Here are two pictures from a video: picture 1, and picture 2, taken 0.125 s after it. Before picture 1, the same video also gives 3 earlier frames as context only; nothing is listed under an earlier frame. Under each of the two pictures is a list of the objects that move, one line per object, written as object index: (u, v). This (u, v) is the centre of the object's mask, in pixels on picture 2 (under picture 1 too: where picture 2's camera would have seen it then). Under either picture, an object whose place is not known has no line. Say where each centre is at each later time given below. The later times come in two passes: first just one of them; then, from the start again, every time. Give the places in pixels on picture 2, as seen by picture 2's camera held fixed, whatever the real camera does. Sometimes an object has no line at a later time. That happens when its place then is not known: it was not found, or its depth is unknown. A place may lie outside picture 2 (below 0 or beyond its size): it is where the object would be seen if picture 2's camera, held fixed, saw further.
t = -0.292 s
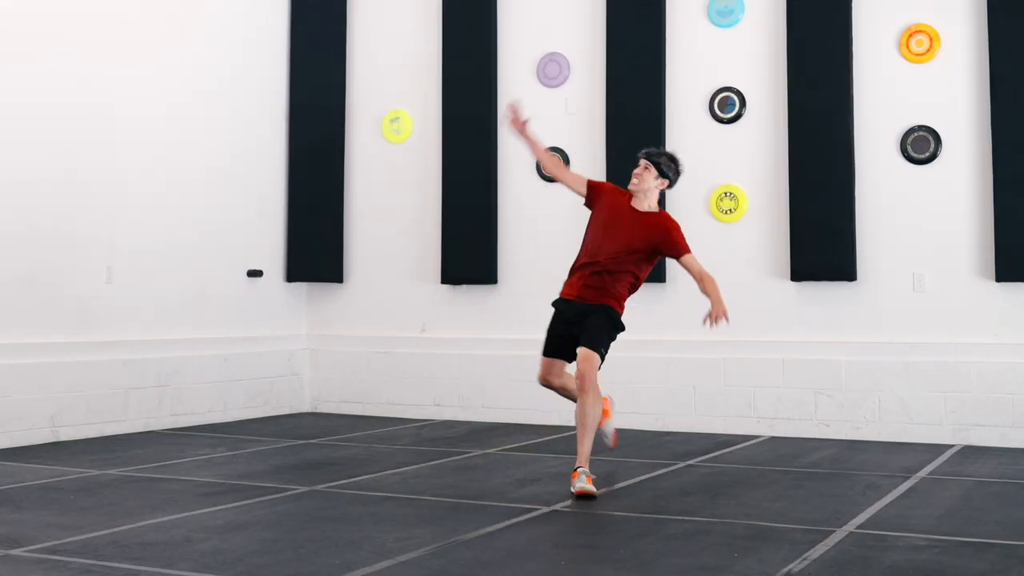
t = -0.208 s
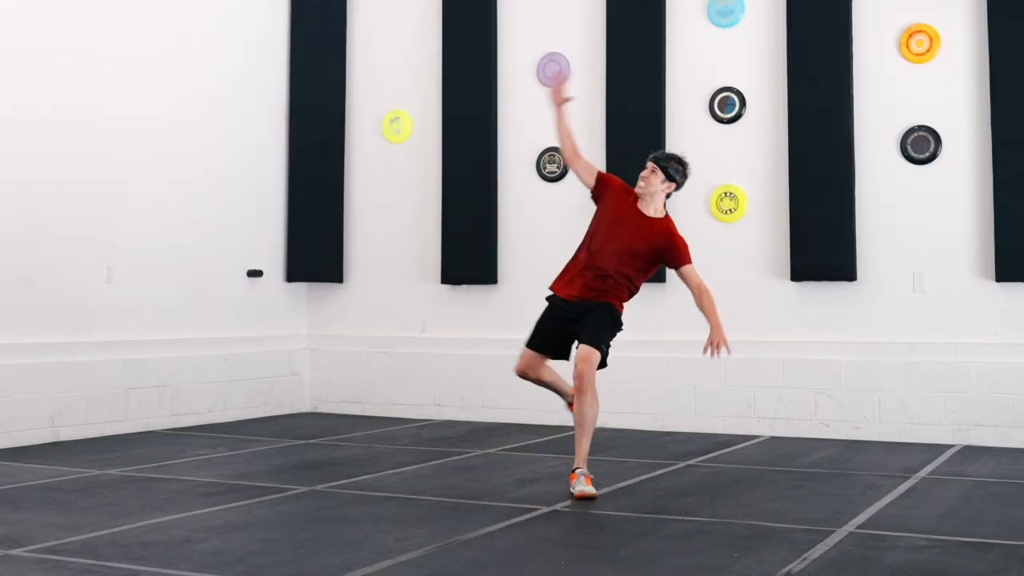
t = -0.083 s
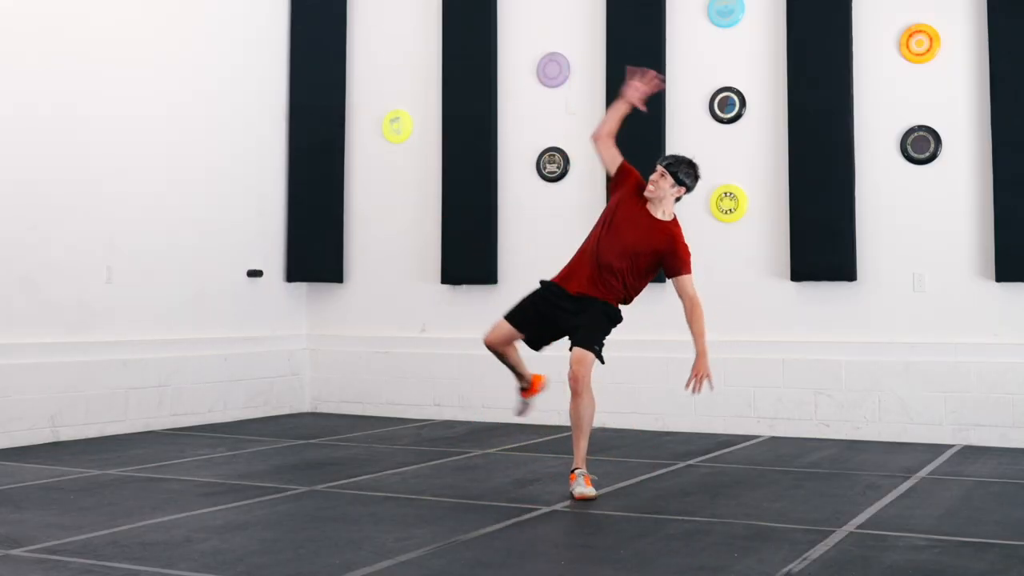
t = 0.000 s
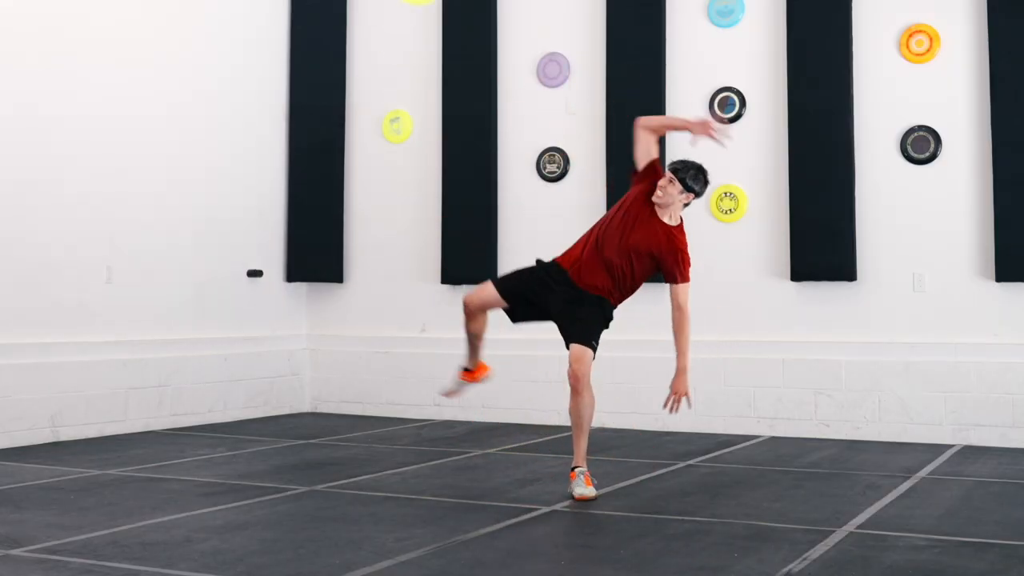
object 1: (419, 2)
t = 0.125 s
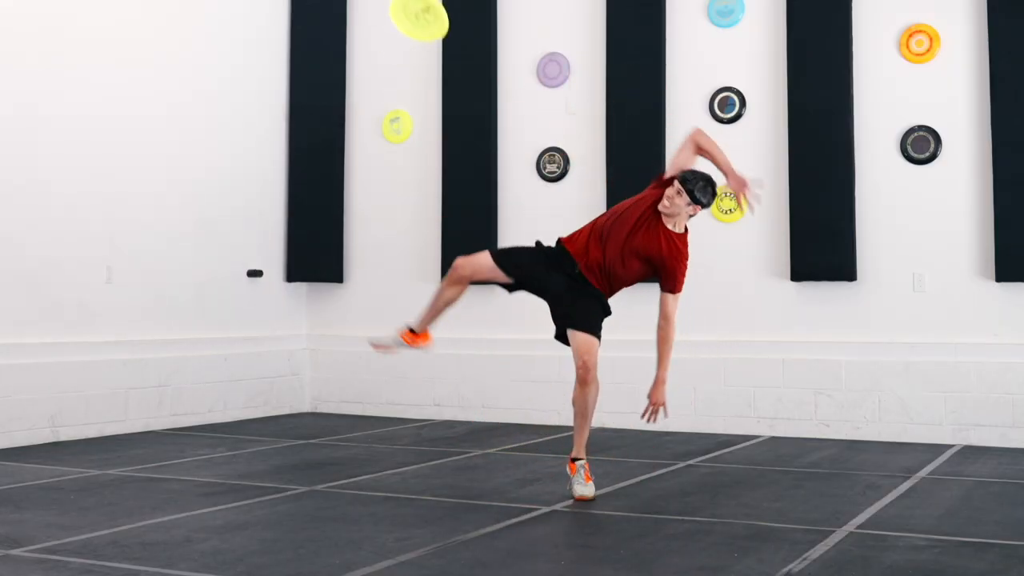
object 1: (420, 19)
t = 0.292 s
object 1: (431, 74)
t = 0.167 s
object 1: (422, 29)
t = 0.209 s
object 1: (425, 44)
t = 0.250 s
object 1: (428, 59)
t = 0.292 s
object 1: (431, 74)
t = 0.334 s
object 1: (435, 89)
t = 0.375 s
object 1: (438, 105)
